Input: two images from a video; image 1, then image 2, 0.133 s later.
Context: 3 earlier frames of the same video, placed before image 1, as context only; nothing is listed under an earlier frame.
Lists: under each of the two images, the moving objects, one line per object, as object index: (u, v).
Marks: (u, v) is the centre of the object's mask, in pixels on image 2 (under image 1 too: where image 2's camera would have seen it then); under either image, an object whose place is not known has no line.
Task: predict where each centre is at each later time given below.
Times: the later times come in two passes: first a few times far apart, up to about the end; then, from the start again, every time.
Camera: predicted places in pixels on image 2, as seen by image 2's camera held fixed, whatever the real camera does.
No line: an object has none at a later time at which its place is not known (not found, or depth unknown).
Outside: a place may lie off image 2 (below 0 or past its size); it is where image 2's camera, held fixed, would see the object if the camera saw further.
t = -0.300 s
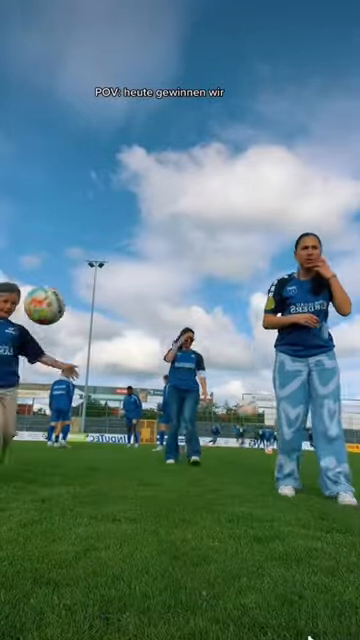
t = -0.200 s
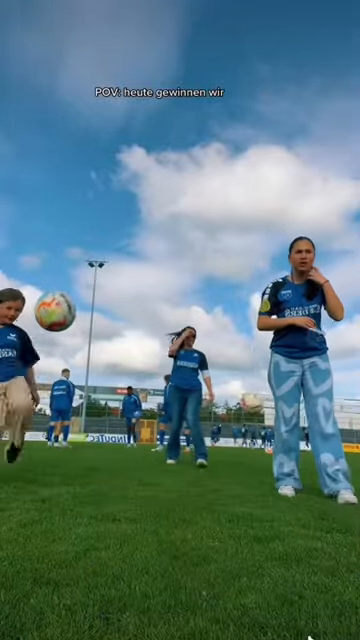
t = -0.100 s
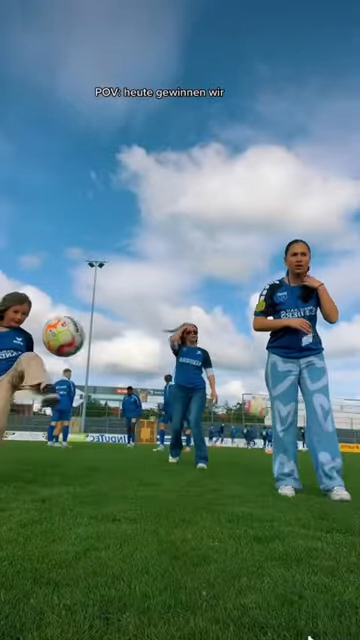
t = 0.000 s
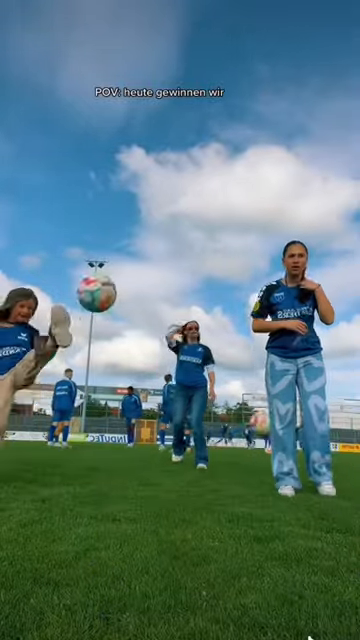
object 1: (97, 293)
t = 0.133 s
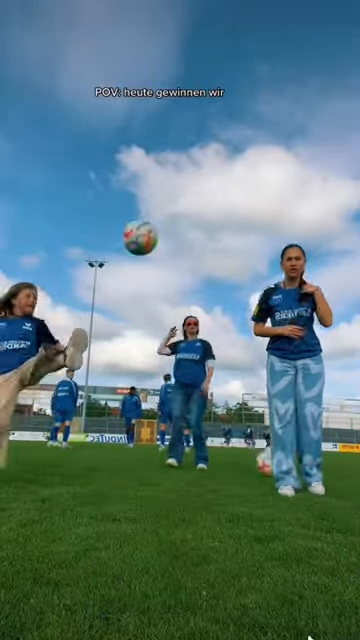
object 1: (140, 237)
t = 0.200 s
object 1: (158, 223)
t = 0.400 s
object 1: (202, 218)
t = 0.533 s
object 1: (225, 244)
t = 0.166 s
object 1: (150, 229)
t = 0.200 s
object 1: (158, 223)
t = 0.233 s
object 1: (166, 218)
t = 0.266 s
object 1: (174, 216)
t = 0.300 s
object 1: (181, 213)
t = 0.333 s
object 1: (188, 214)
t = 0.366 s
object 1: (195, 215)
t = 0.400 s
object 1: (202, 218)
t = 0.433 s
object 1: (207, 222)
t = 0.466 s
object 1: (214, 228)
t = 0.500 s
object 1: (219, 236)
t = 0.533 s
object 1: (225, 244)
